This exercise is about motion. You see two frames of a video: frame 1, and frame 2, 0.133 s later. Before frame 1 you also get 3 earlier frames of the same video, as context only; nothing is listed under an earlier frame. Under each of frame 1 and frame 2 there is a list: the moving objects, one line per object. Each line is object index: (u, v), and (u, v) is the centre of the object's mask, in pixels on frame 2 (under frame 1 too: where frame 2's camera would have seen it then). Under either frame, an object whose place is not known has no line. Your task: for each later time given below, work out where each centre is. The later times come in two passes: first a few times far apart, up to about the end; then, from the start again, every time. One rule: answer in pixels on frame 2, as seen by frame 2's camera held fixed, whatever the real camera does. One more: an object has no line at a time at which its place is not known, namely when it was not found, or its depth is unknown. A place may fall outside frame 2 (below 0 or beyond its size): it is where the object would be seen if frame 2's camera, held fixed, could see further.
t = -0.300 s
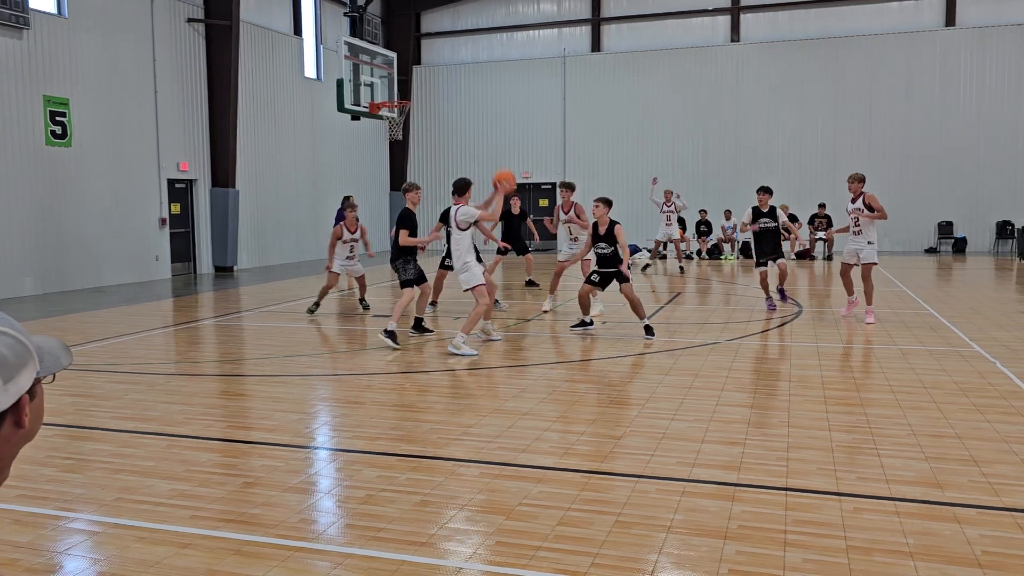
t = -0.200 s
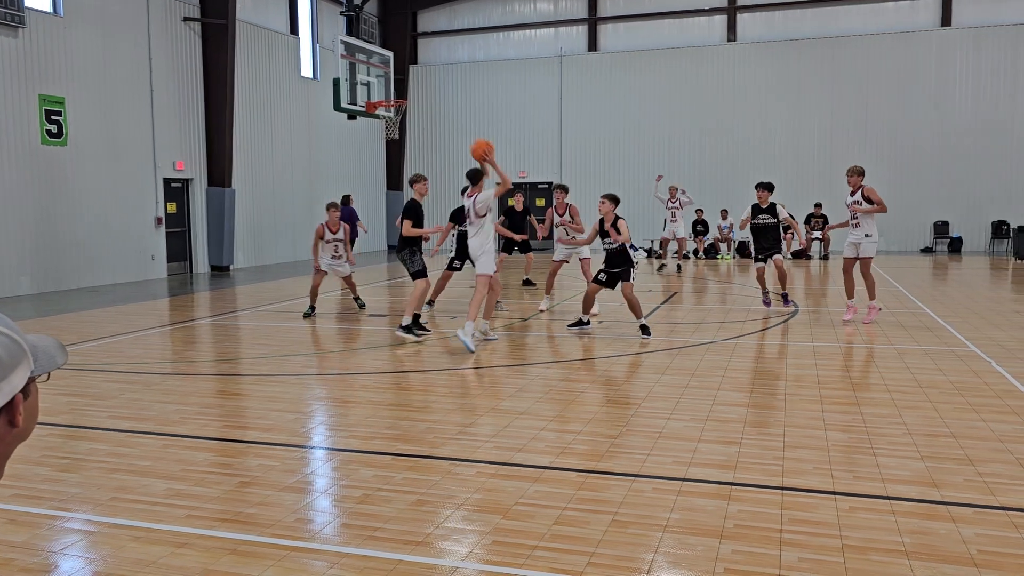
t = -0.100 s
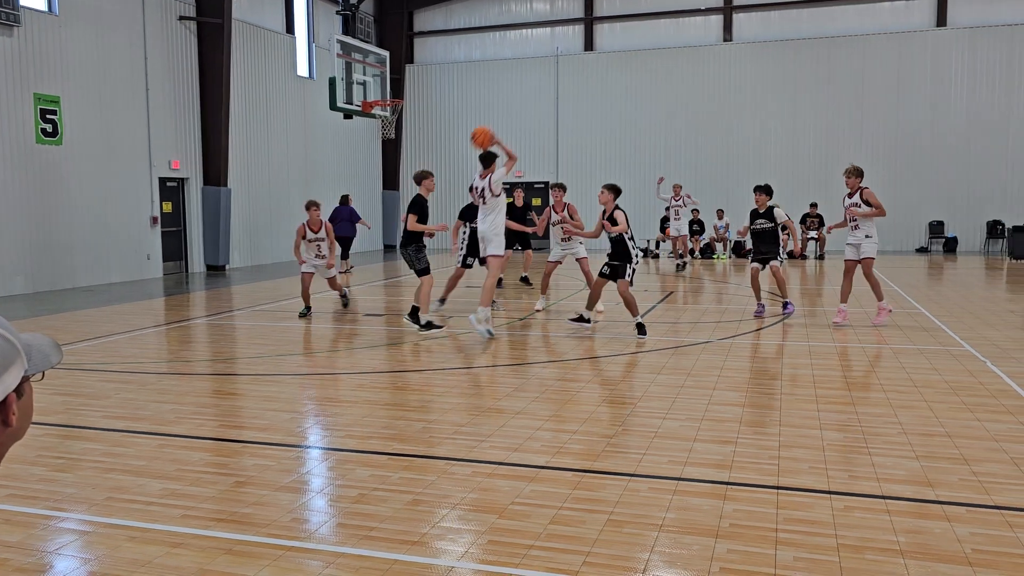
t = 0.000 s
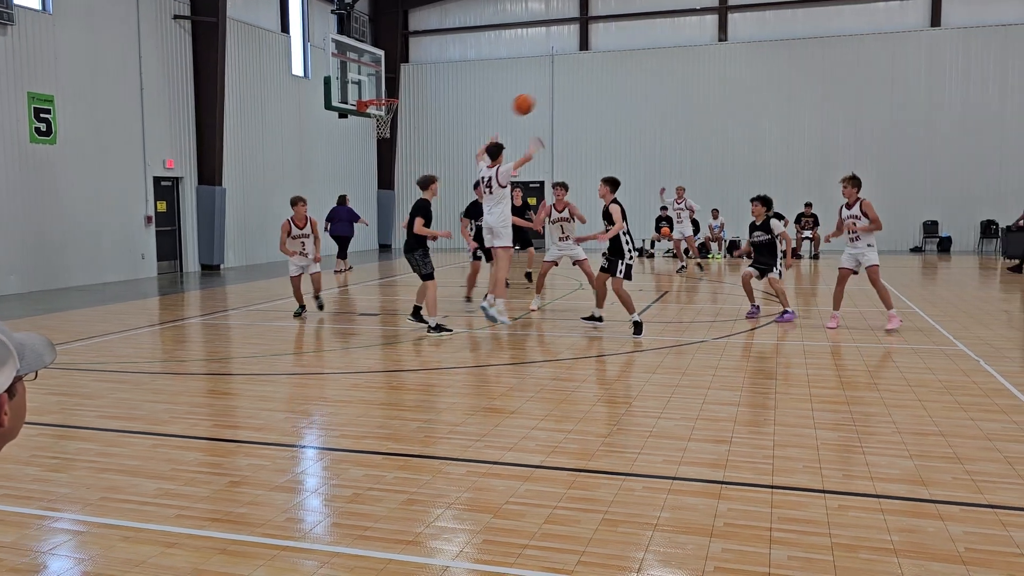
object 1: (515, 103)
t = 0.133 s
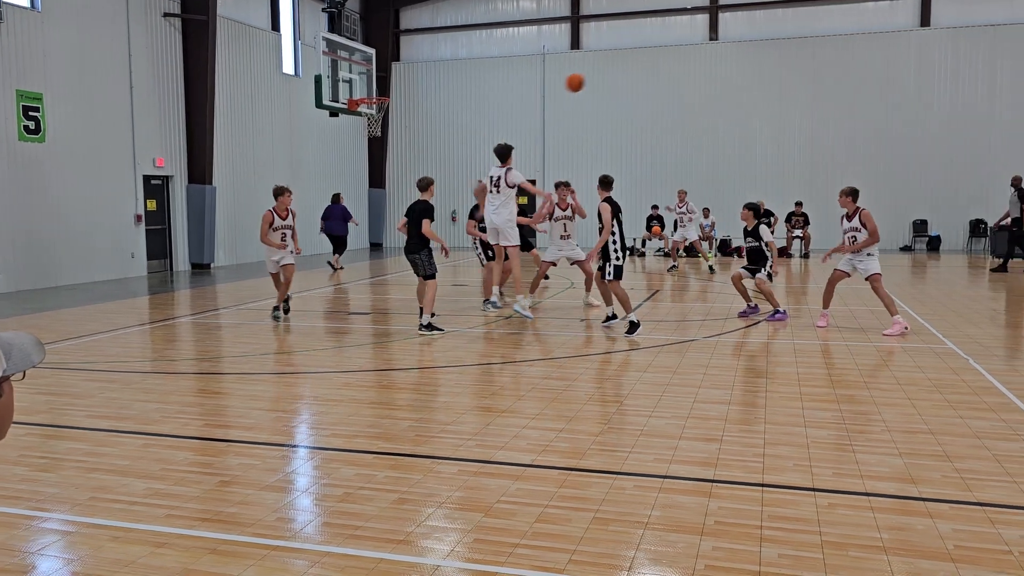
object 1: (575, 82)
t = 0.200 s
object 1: (601, 79)
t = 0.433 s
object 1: (673, 87)
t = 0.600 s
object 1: (710, 109)
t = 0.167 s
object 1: (588, 80)
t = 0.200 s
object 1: (601, 79)
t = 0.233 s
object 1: (612, 78)
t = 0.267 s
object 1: (624, 78)
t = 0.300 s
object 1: (634, 78)
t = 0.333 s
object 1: (645, 80)
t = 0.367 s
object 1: (655, 81)
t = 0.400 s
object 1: (664, 84)
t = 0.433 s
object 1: (673, 87)
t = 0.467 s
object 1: (681, 91)
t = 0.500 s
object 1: (689, 95)
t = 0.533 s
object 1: (696, 99)
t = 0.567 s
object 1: (703, 104)
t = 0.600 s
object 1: (710, 109)
